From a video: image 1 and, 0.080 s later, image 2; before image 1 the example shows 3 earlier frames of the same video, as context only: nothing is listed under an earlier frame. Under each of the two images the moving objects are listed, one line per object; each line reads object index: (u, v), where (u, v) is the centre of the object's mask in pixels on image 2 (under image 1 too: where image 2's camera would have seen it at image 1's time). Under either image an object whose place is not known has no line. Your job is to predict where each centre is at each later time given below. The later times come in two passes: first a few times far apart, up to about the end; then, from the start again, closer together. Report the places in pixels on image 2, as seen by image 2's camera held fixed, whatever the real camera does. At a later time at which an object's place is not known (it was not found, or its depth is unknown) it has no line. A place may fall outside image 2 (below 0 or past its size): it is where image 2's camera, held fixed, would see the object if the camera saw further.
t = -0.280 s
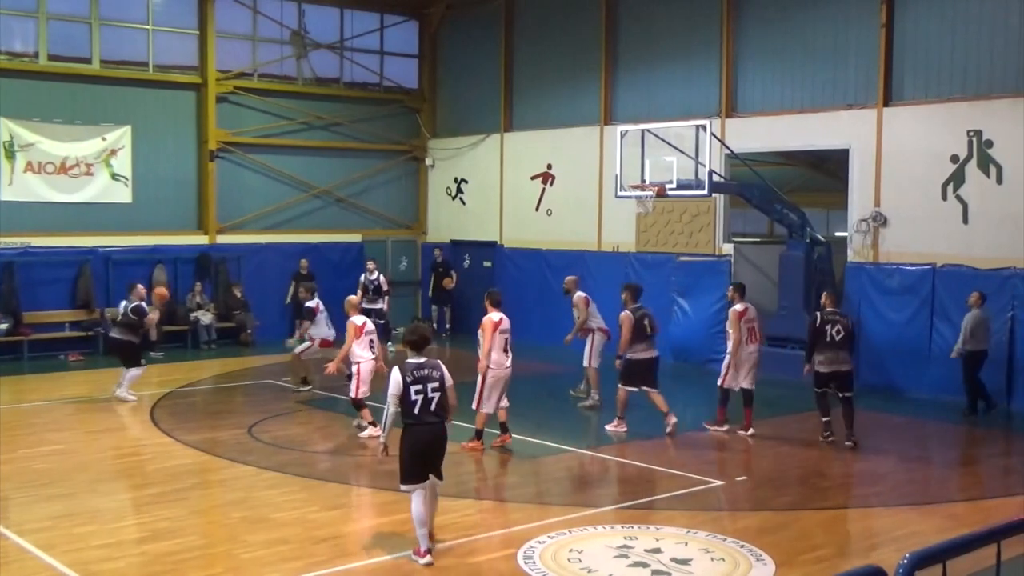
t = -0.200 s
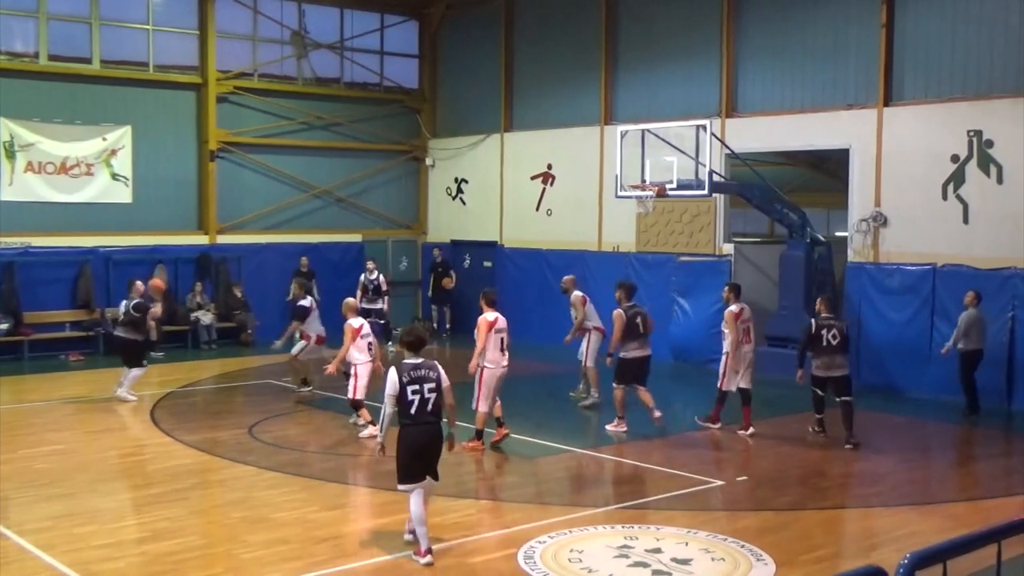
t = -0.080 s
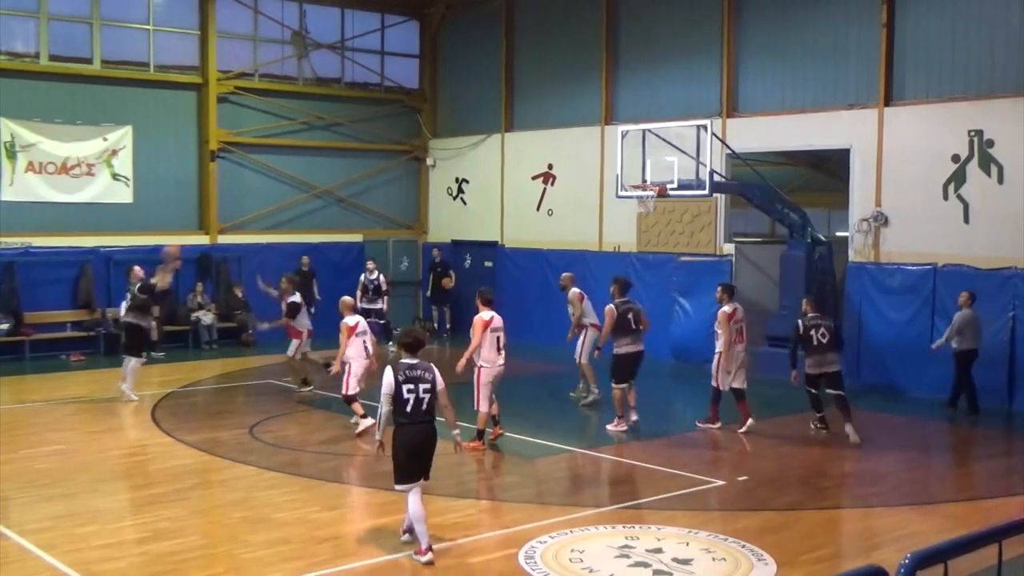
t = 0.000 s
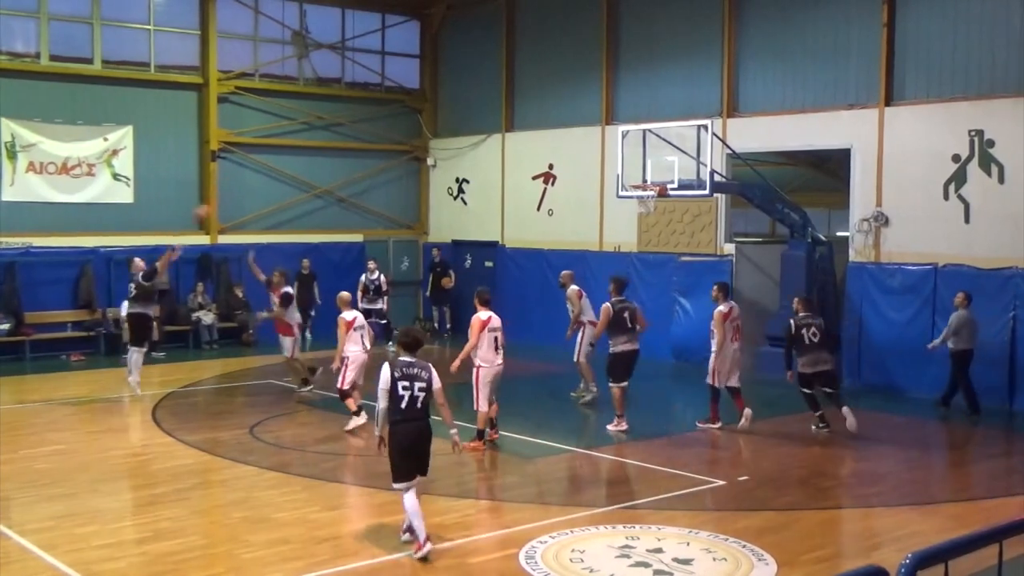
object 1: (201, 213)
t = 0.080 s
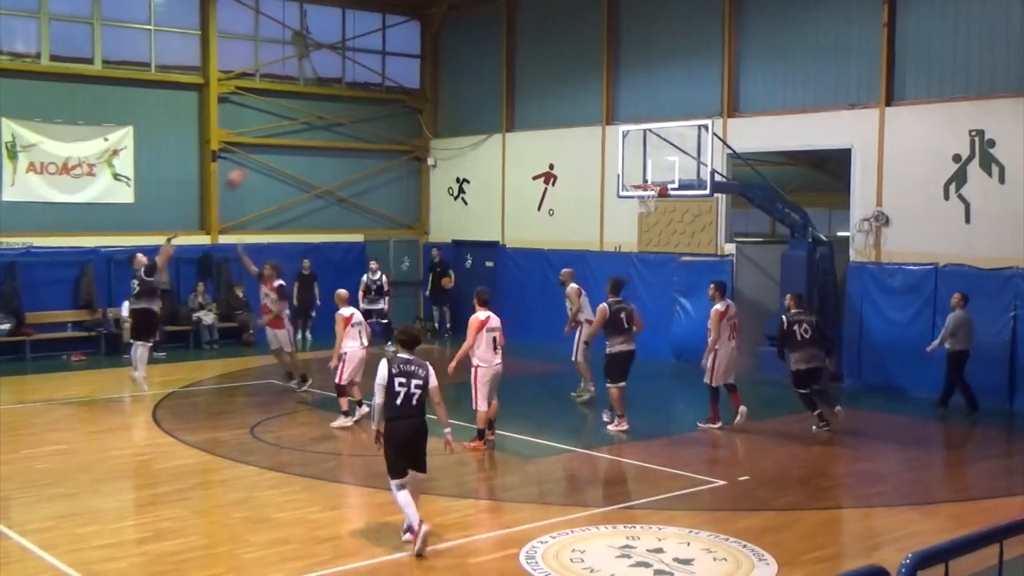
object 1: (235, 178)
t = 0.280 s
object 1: (309, 113)
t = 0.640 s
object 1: (440, 69)
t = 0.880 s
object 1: (524, 86)
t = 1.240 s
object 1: (644, 186)
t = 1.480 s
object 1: (655, 199)
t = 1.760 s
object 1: (637, 232)
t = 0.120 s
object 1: (250, 162)
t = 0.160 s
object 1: (264, 149)
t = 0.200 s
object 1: (279, 135)
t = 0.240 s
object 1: (296, 123)
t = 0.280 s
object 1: (309, 113)
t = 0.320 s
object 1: (324, 104)
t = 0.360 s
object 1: (338, 96)
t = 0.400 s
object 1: (353, 89)
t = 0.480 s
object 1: (383, 78)
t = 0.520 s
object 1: (397, 74)
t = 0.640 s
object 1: (440, 69)
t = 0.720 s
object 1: (468, 70)
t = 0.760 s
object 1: (482, 72)
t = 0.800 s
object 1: (496, 76)
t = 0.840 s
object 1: (509, 81)
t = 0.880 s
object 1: (524, 86)
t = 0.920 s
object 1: (538, 93)
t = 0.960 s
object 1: (552, 100)
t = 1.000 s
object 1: (564, 109)
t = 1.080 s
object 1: (591, 130)
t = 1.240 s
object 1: (644, 186)
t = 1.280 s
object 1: (656, 196)
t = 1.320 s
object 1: (657, 197)
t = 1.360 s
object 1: (657, 196)
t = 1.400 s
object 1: (657, 197)
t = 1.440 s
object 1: (657, 197)
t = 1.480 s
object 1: (655, 199)
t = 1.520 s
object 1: (653, 202)
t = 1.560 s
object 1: (652, 205)
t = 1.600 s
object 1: (649, 210)
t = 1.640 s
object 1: (646, 215)
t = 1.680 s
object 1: (643, 219)
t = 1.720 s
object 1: (641, 225)
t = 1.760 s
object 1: (637, 232)
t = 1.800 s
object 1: (635, 240)
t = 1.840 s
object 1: (632, 250)
